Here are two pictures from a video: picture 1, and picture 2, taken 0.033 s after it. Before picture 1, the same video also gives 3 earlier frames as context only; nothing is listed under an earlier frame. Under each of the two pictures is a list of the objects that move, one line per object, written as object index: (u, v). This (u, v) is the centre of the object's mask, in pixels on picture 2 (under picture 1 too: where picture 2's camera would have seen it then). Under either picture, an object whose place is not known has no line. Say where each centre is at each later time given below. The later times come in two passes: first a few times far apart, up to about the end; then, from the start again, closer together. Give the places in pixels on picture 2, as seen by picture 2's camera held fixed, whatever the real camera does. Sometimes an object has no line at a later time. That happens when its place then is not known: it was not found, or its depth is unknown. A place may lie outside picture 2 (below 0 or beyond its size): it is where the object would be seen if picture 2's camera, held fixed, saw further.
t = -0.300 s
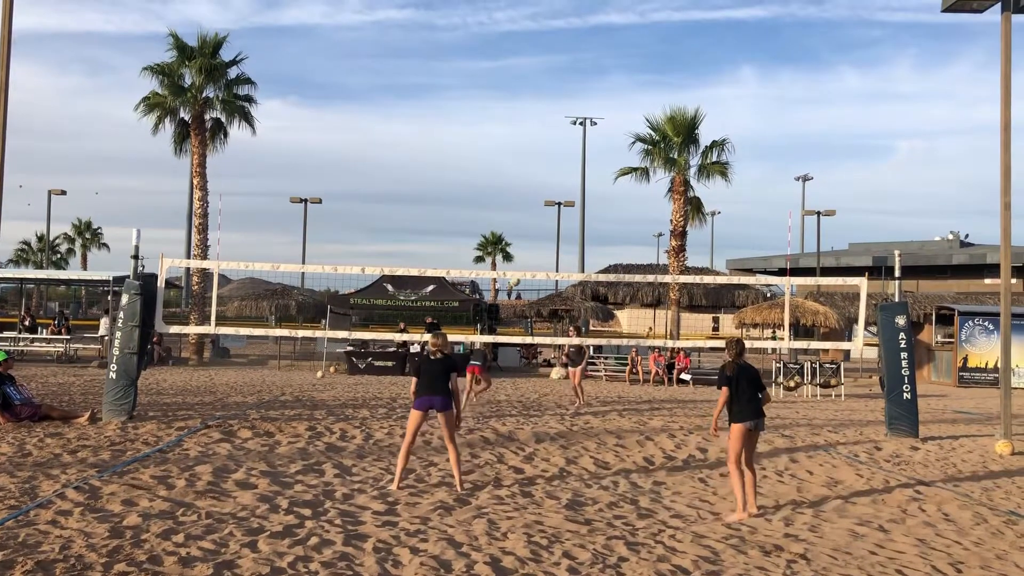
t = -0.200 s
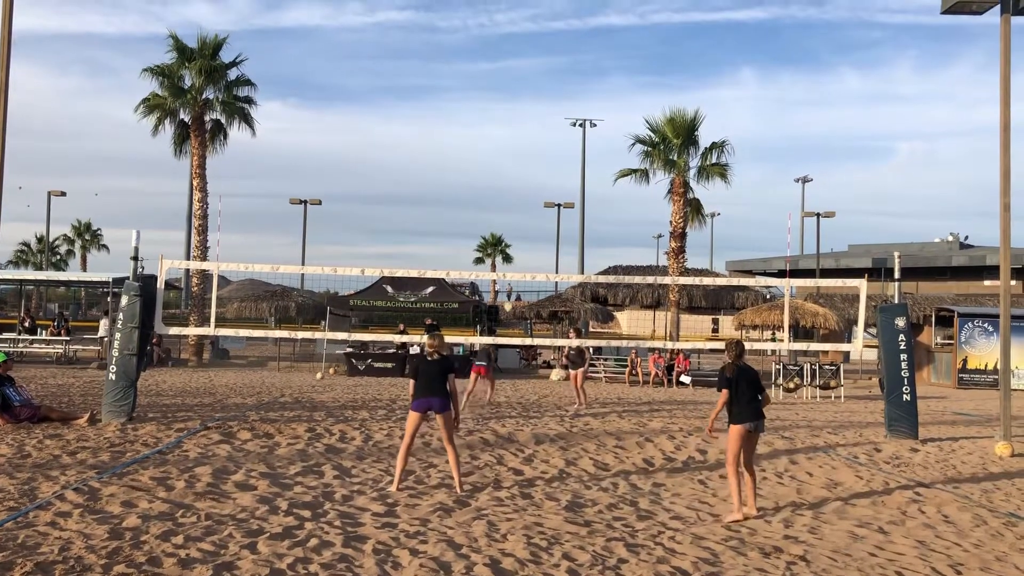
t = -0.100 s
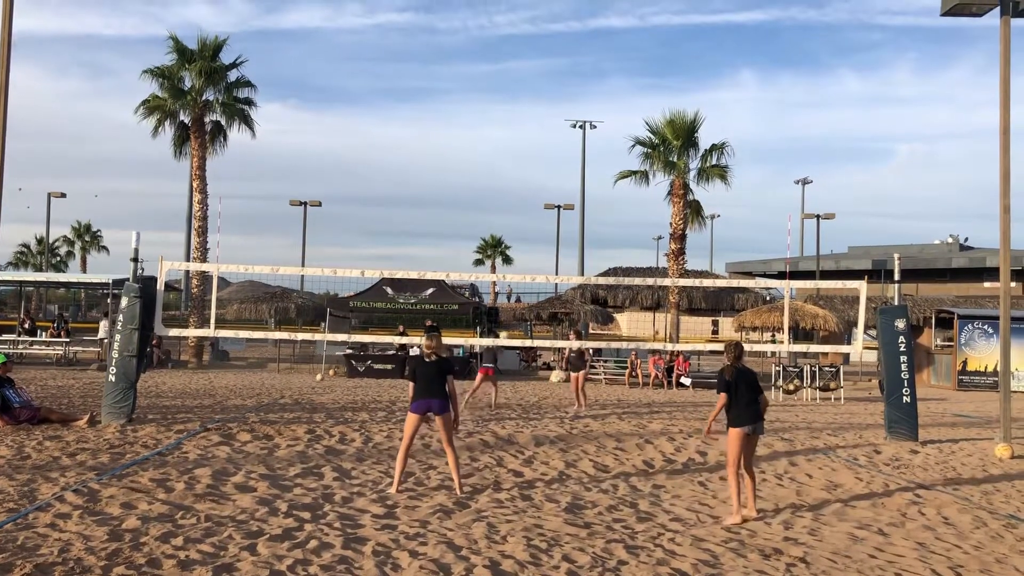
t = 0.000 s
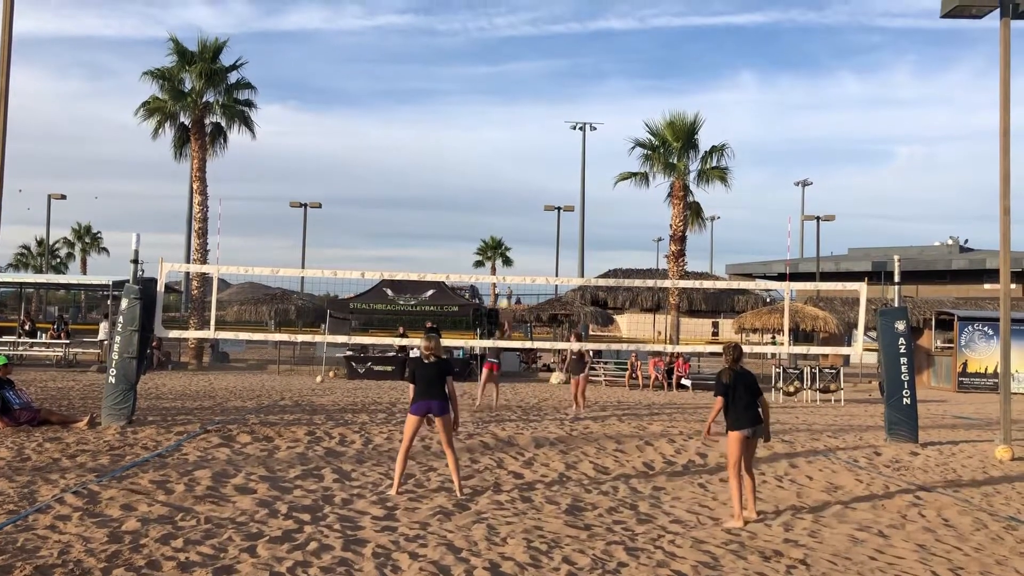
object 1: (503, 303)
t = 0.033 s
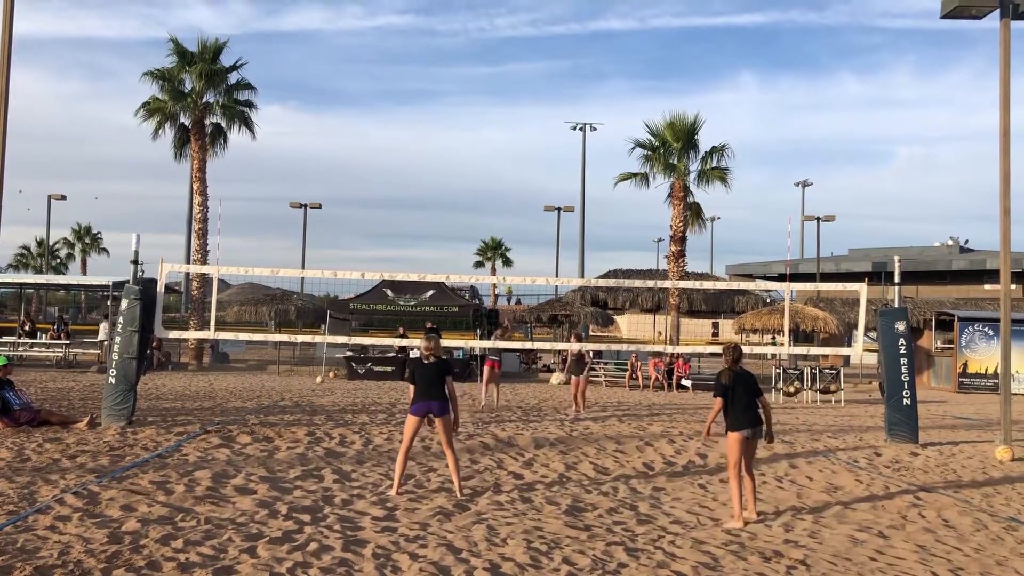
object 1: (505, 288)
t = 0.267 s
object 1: (505, 199)
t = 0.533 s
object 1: (501, 126)
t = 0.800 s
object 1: (494, 87)
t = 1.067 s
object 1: (483, 90)
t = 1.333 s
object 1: (470, 137)
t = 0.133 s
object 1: (506, 247)
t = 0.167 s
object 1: (506, 235)
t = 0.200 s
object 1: (506, 222)
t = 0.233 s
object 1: (505, 210)
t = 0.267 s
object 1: (505, 199)
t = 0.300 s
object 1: (505, 189)
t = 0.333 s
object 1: (505, 178)
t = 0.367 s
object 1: (504, 168)
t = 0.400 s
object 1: (504, 158)
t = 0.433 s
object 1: (503, 150)
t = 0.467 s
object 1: (503, 141)
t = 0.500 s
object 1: (502, 133)
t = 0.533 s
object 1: (501, 126)
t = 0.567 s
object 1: (500, 119)
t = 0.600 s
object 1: (499, 113)
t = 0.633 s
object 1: (499, 107)
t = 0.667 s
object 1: (498, 102)
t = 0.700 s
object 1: (497, 98)
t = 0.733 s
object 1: (496, 94)
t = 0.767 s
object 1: (495, 90)
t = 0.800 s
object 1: (494, 87)
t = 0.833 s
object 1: (492, 86)
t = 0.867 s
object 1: (491, 84)
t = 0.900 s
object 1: (490, 84)
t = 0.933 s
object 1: (489, 84)
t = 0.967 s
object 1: (488, 84)
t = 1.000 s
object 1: (486, 85)
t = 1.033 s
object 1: (485, 87)
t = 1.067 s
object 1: (483, 90)
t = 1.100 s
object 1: (482, 93)
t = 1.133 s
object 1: (481, 96)
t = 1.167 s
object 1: (479, 102)
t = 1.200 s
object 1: (477, 108)
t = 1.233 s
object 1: (476, 114)
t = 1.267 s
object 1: (474, 121)
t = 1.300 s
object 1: (472, 129)
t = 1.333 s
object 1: (470, 137)
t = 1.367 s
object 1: (469, 146)
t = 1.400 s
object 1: (467, 157)
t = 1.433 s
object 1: (464, 168)
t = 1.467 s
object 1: (463, 179)
